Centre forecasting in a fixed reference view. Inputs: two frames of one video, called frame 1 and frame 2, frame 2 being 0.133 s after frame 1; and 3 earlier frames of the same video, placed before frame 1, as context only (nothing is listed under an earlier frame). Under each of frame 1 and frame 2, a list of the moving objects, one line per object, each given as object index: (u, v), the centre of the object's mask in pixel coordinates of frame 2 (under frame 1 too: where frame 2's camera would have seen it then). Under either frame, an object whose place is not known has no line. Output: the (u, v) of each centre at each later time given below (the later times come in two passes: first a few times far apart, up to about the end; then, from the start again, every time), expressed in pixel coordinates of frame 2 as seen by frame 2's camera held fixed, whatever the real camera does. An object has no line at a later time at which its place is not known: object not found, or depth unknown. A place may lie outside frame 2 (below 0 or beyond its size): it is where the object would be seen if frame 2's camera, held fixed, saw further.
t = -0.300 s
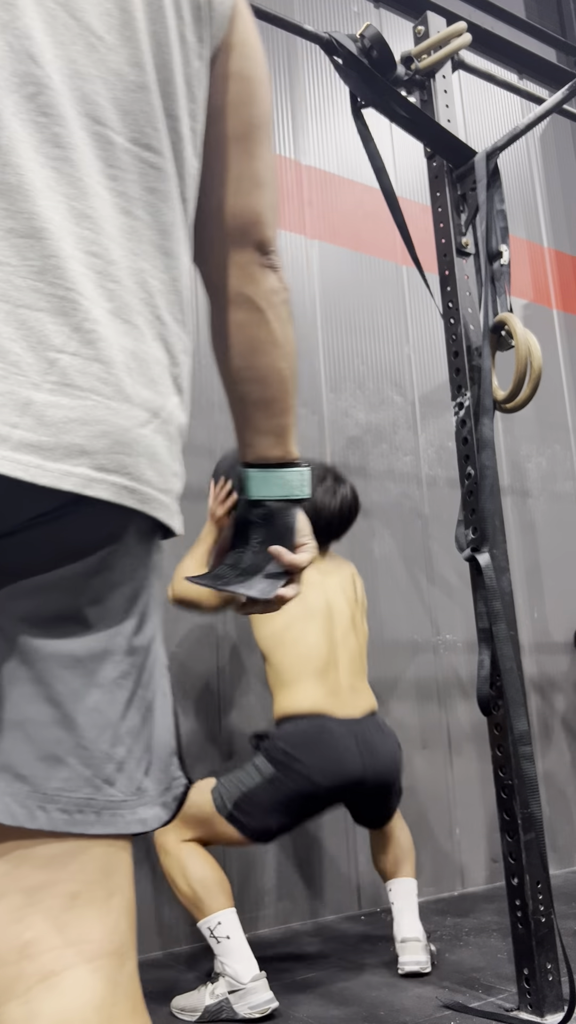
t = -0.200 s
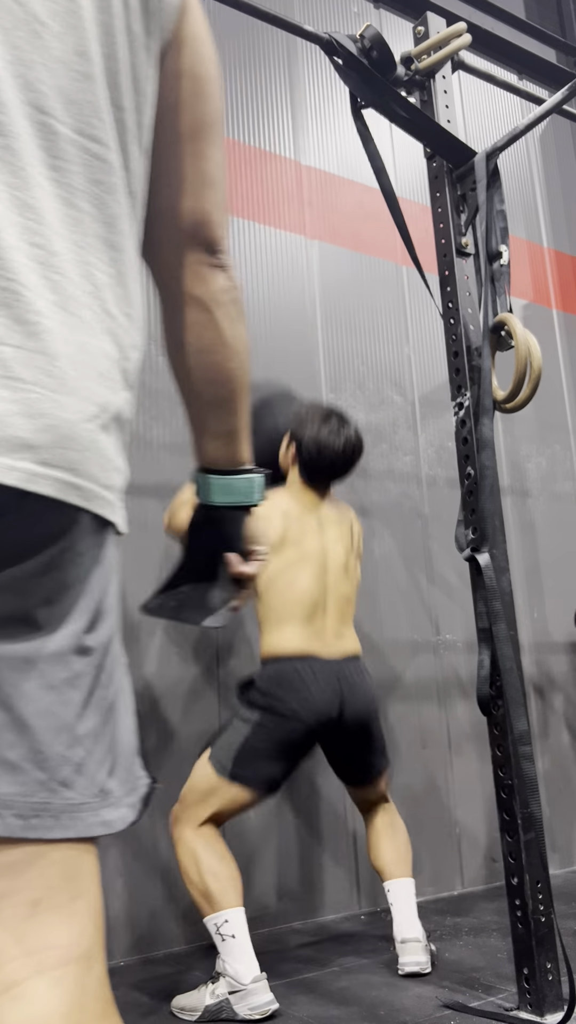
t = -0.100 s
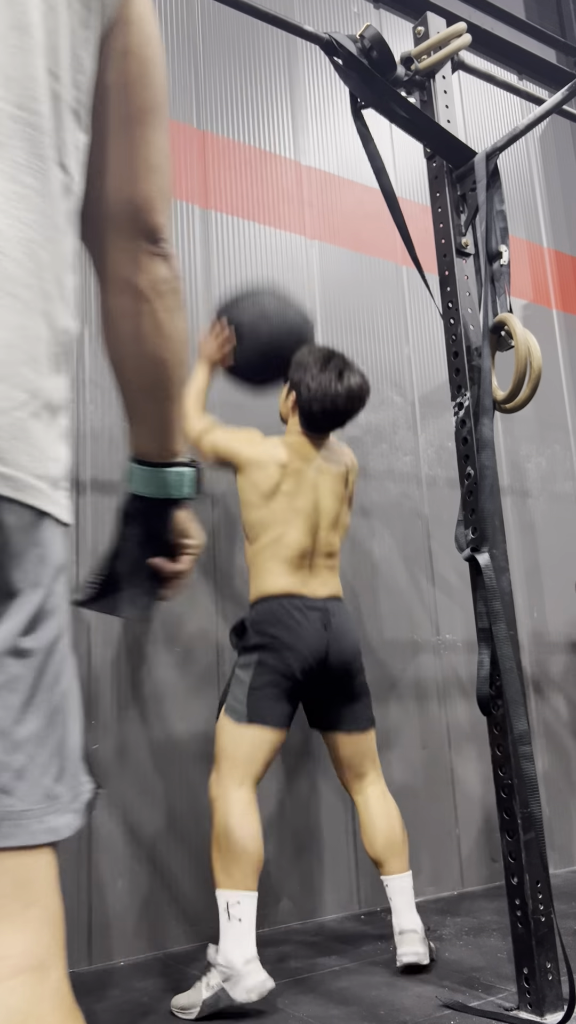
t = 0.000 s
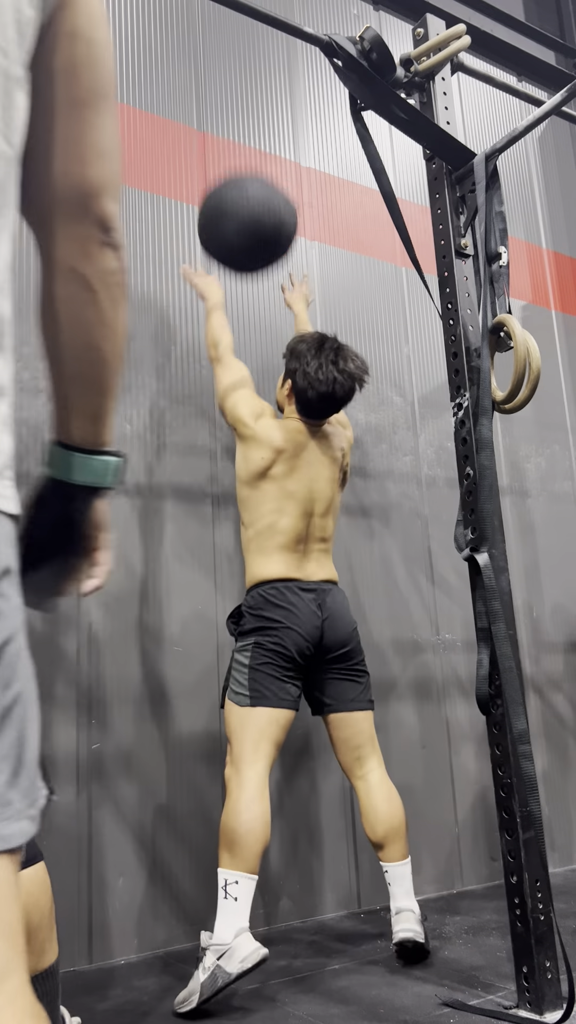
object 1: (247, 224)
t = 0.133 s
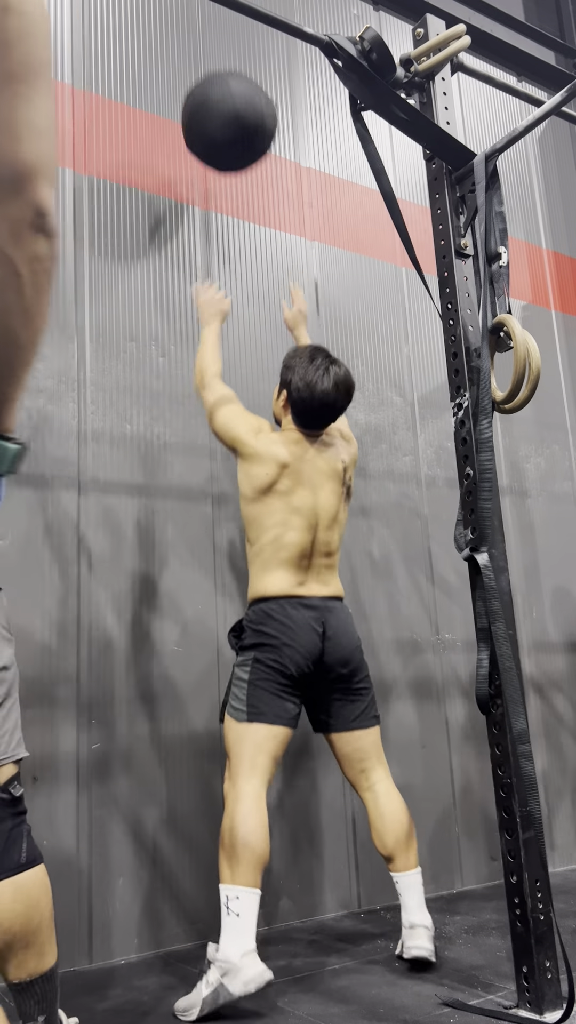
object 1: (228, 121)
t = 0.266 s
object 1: (214, 69)
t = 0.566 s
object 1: (206, 77)
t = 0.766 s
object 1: (221, 173)
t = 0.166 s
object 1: (225, 104)
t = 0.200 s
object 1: (221, 89)
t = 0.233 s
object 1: (217, 78)
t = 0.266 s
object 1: (214, 69)
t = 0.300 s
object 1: (211, 62)
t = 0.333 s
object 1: (208, 59)
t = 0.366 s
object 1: (205, 58)
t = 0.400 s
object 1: (202, 60)
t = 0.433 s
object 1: (200, 63)
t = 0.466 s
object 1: (199, 67)
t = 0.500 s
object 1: (202, 67)
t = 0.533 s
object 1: (204, 71)
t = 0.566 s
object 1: (206, 77)
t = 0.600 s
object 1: (208, 86)
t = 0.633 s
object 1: (211, 98)
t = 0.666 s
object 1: (213, 112)
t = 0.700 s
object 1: (216, 130)
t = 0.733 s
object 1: (218, 150)
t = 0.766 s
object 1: (221, 173)
